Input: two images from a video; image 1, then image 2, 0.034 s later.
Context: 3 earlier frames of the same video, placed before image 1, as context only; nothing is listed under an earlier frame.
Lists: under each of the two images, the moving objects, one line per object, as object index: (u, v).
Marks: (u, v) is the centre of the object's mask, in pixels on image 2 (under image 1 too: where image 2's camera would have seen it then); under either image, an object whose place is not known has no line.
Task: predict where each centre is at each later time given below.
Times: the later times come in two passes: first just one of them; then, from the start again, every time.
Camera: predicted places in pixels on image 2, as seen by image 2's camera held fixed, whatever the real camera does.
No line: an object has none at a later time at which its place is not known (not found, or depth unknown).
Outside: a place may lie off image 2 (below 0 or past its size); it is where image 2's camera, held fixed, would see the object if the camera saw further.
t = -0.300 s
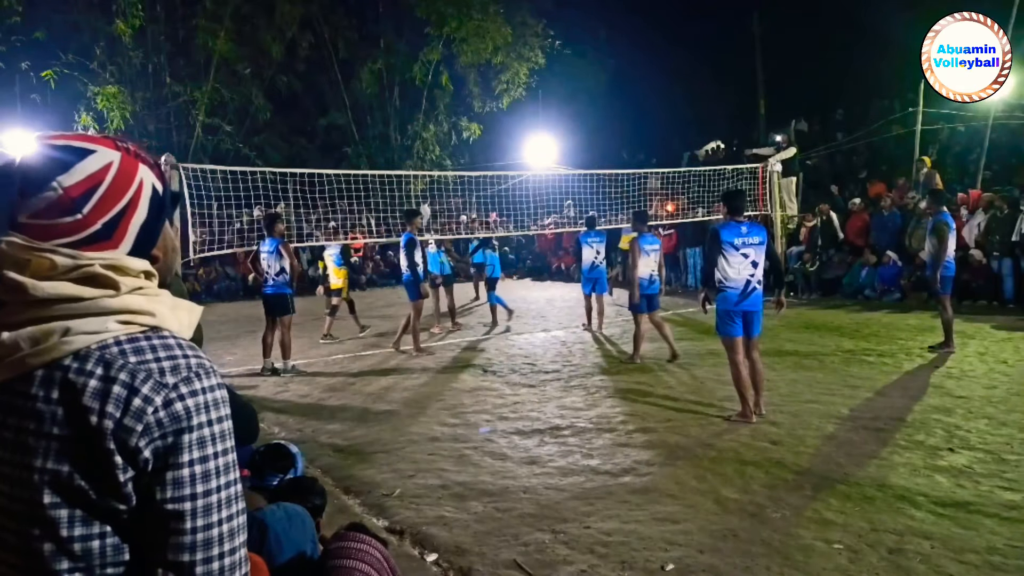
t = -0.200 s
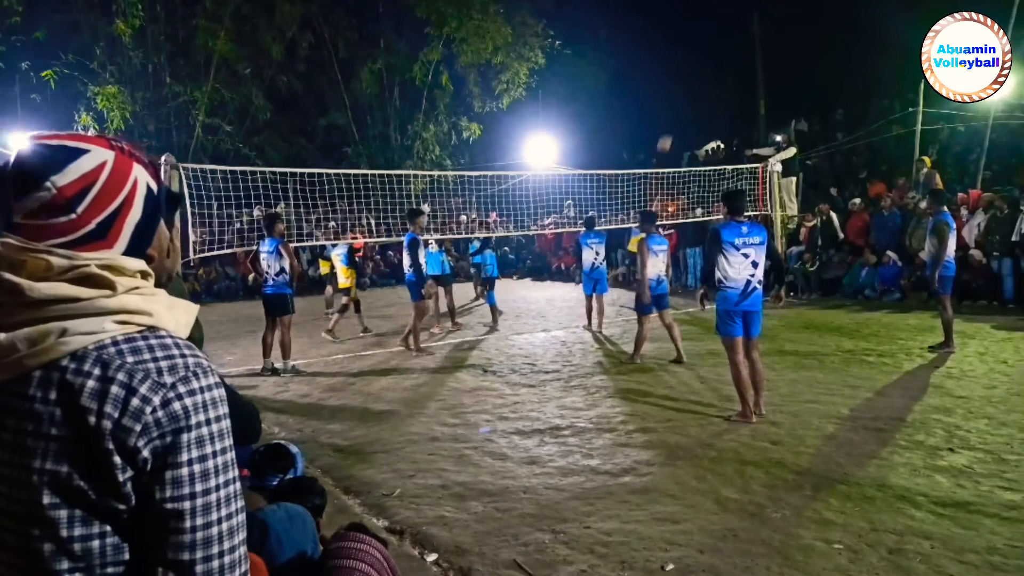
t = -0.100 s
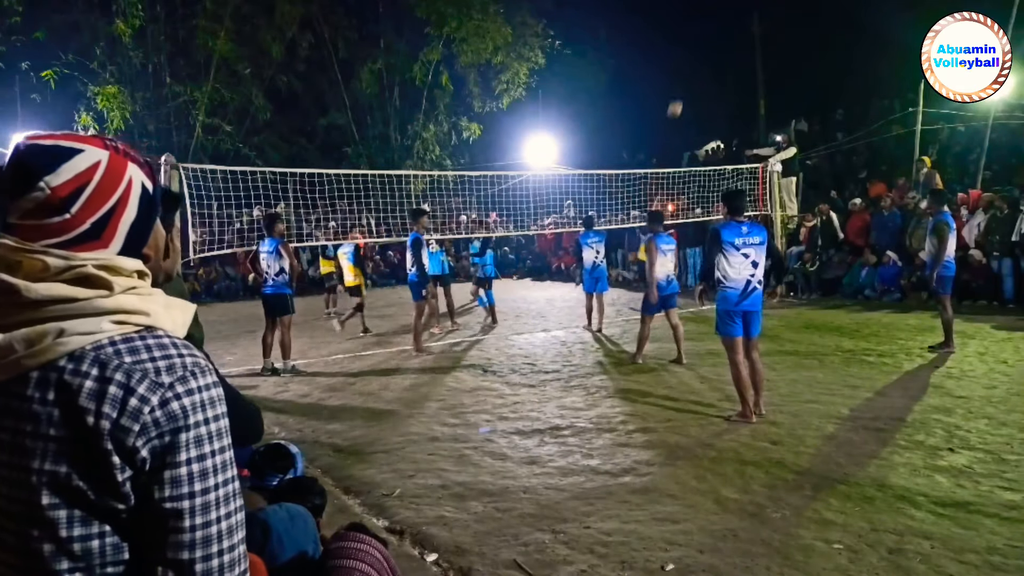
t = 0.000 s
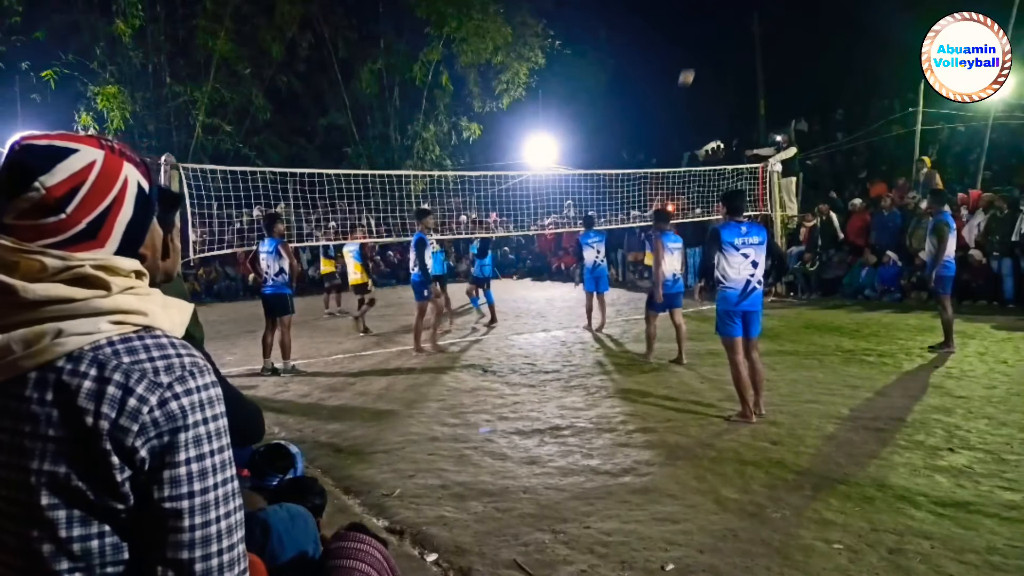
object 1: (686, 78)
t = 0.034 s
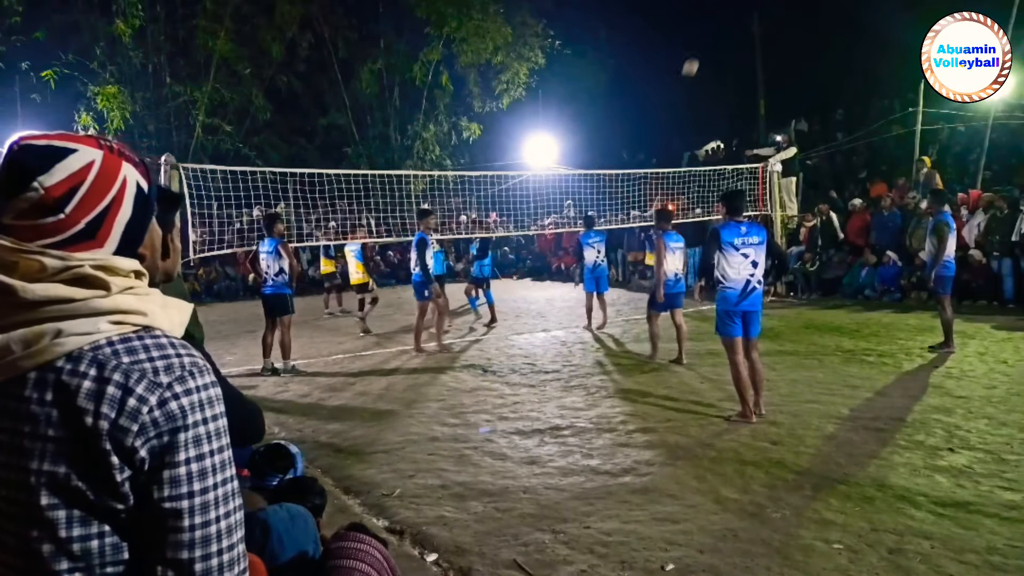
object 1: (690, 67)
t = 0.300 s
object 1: (727, 12)
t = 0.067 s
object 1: (694, 59)
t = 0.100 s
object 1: (699, 50)
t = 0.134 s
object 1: (703, 42)
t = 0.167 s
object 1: (707, 35)
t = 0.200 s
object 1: (712, 28)
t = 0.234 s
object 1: (717, 22)
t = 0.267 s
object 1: (722, 17)
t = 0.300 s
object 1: (727, 12)
